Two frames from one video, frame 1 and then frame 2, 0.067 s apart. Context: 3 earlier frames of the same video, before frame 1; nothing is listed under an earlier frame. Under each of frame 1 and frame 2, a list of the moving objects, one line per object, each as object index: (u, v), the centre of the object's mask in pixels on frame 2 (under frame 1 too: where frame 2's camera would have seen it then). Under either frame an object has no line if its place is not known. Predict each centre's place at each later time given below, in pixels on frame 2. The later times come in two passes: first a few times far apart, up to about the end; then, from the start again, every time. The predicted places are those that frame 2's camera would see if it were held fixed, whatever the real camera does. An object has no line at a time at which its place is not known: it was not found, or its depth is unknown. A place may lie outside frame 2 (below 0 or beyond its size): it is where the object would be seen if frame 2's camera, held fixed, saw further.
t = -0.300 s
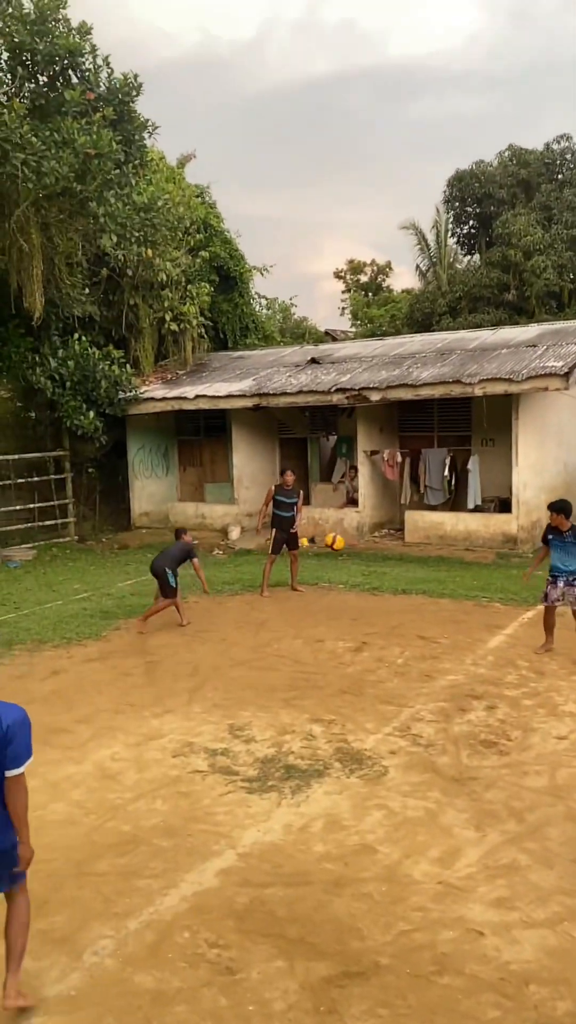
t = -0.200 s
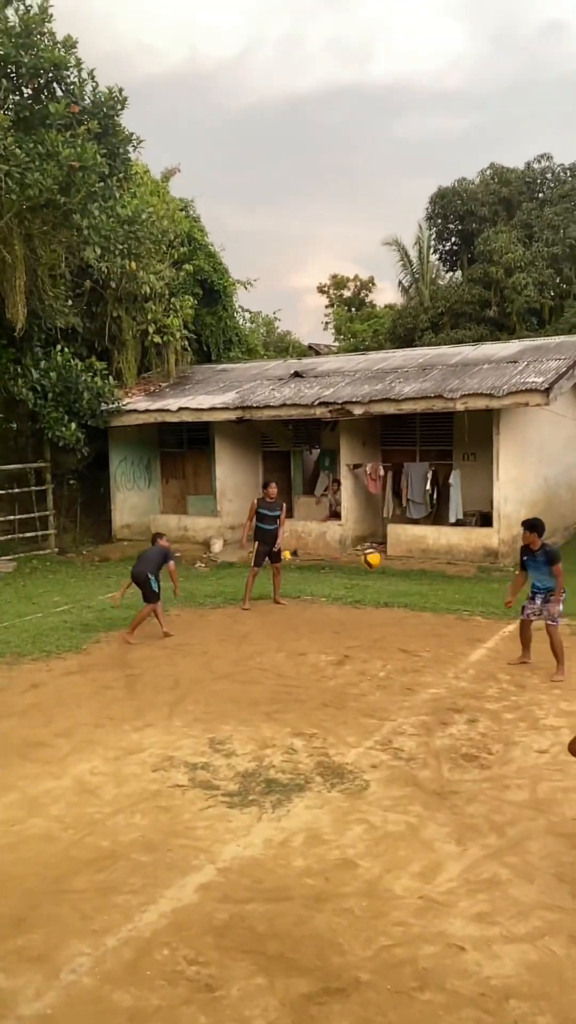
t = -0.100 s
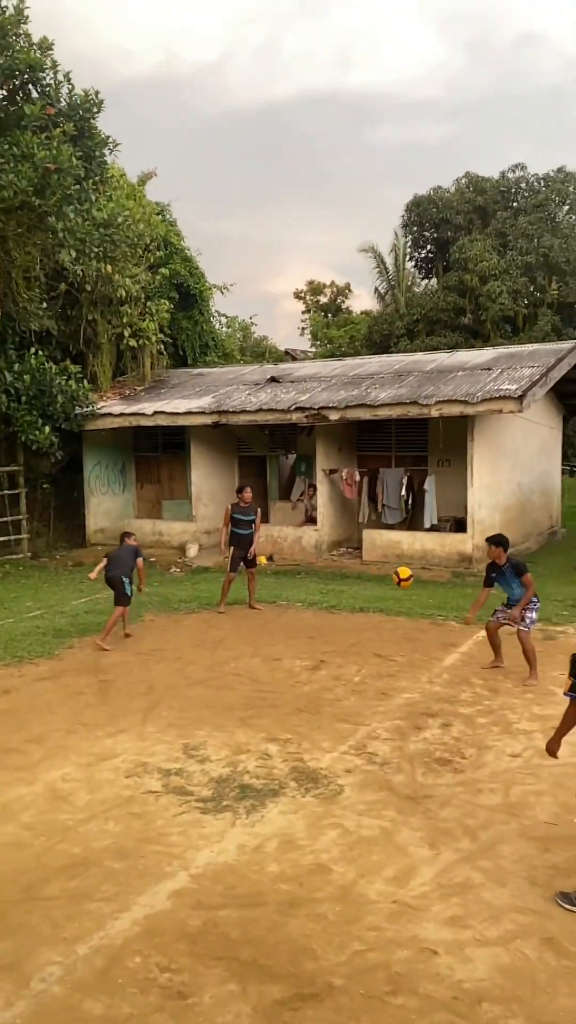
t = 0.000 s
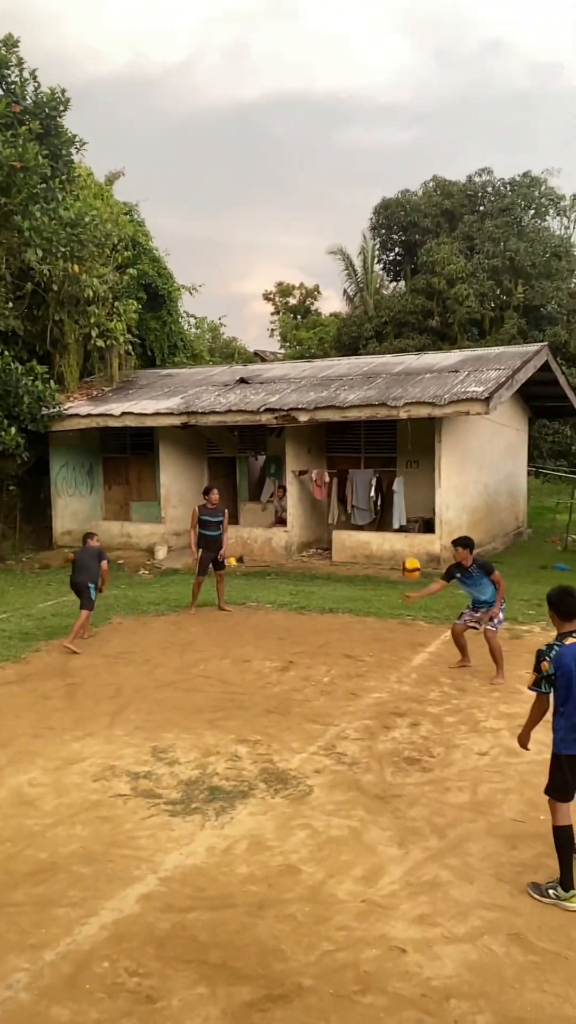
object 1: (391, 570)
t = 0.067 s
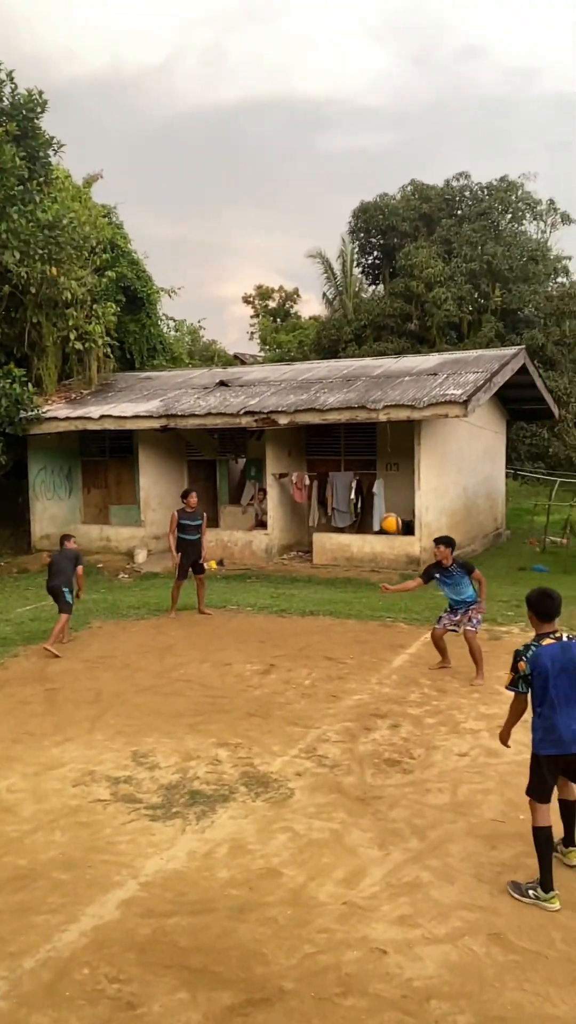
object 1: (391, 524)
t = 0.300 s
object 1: (392, 391)
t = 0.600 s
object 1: (398, 296)
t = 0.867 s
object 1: (404, 288)
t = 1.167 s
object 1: (413, 370)
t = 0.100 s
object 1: (391, 501)
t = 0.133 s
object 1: (391, 481)
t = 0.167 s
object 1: (390, 461)
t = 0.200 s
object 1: (391, 441)
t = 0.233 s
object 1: (391, 424)
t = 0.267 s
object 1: (392, 408)
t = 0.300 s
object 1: (392, 391)
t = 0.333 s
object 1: (393, 376)
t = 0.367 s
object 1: (393, 362)
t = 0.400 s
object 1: (394, 349)
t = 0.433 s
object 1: (394, 338)
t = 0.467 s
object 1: (395, 327)
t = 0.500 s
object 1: (396, 317)
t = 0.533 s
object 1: (396, 309)
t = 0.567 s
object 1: (397, 302)
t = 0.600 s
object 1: (398, 296)
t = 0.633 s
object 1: (399, 289)
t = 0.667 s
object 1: (400, 287)
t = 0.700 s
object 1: (400, 284)
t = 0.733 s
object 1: (401, 283)
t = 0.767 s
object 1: (402, 282)
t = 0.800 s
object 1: (403, 283)
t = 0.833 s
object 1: (404, 284)
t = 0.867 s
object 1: (404, 288)
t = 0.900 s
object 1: (405, 291)
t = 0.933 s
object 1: (407, 297)
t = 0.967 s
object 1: (408, 305)
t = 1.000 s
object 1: (408, 314)
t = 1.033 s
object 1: (409, 322)
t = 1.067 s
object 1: (410, 332)
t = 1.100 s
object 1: (411, 344)
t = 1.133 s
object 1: (412, 356)
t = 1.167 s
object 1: (413, 370)
